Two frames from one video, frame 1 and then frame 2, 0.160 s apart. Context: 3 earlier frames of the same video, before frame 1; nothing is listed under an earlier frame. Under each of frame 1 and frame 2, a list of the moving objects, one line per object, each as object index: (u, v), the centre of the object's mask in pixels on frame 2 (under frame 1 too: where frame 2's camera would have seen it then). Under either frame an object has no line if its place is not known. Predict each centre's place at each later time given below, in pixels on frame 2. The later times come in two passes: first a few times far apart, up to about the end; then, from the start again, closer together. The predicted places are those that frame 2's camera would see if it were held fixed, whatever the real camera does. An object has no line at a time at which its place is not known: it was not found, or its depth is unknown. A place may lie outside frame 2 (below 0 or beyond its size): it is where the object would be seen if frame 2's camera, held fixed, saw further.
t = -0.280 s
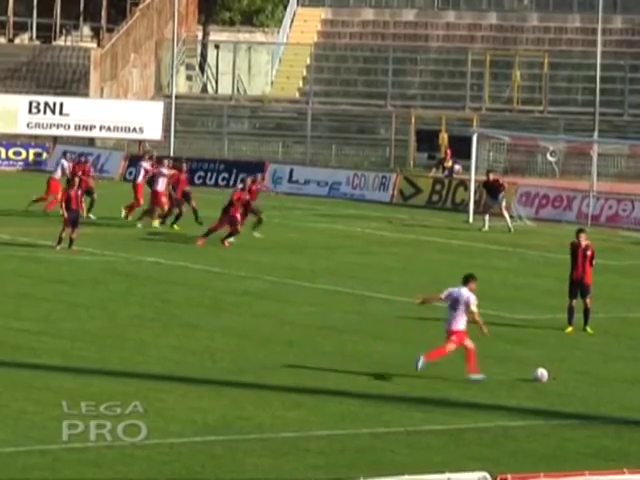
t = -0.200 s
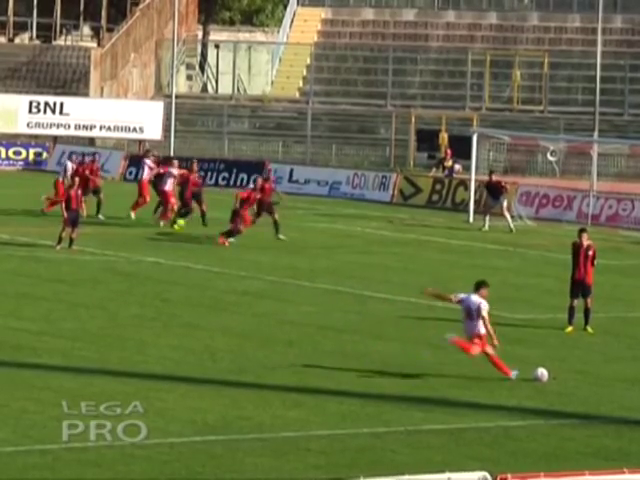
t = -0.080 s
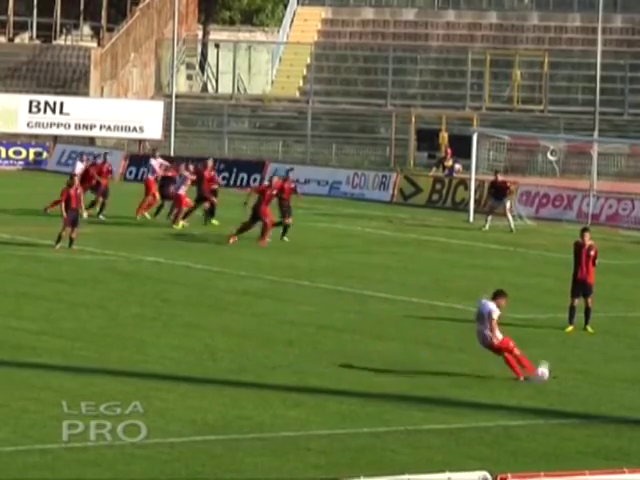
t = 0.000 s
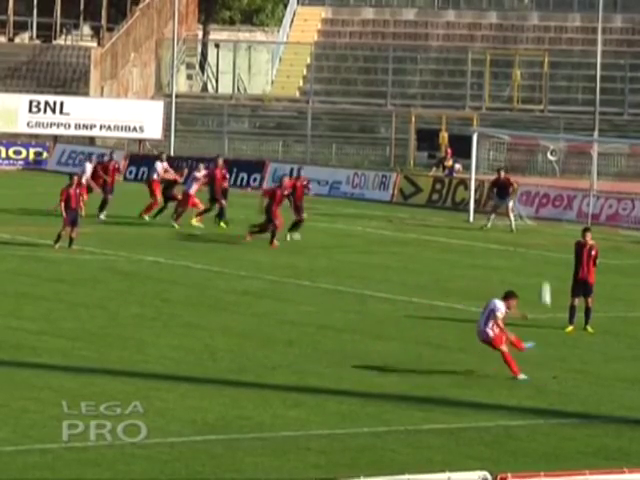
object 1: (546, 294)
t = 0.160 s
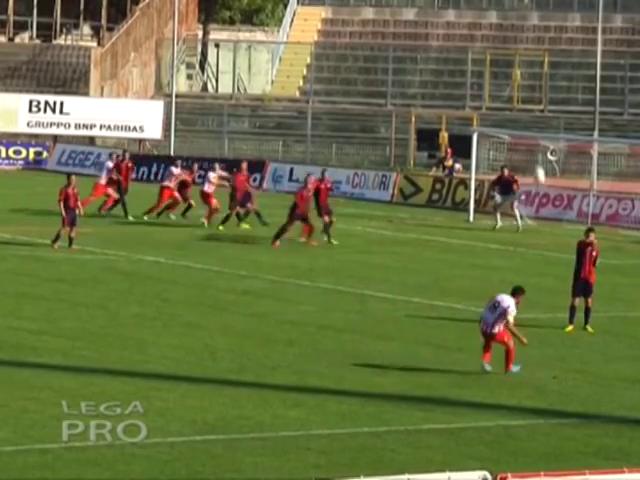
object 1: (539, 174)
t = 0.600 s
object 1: (477, 35)
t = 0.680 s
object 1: (462, 28)
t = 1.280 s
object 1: (344, 101)
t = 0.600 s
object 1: (477, 35)
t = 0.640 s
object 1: (470, 31)
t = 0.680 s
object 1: (462, 28)
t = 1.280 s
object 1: (344, 101)
